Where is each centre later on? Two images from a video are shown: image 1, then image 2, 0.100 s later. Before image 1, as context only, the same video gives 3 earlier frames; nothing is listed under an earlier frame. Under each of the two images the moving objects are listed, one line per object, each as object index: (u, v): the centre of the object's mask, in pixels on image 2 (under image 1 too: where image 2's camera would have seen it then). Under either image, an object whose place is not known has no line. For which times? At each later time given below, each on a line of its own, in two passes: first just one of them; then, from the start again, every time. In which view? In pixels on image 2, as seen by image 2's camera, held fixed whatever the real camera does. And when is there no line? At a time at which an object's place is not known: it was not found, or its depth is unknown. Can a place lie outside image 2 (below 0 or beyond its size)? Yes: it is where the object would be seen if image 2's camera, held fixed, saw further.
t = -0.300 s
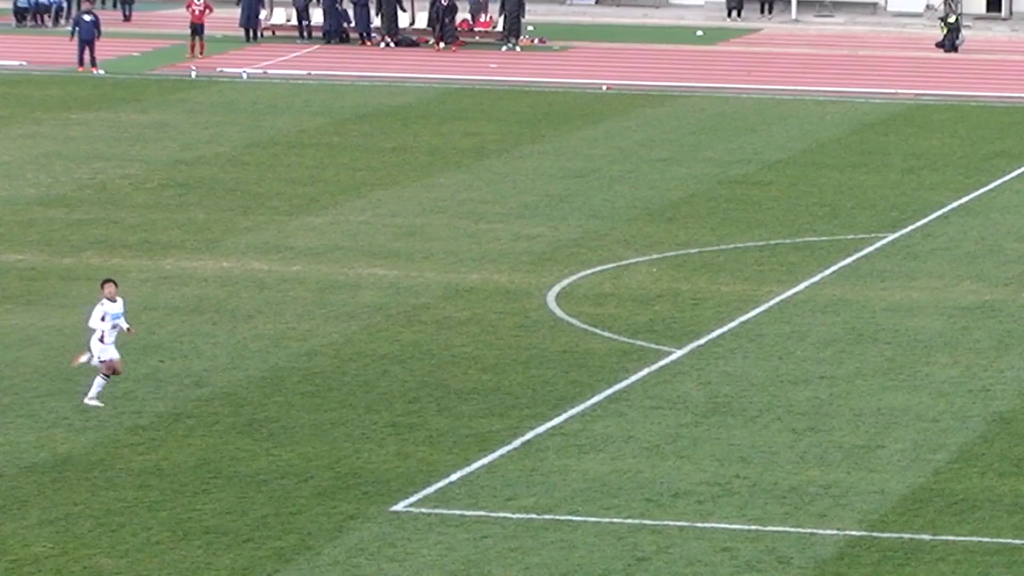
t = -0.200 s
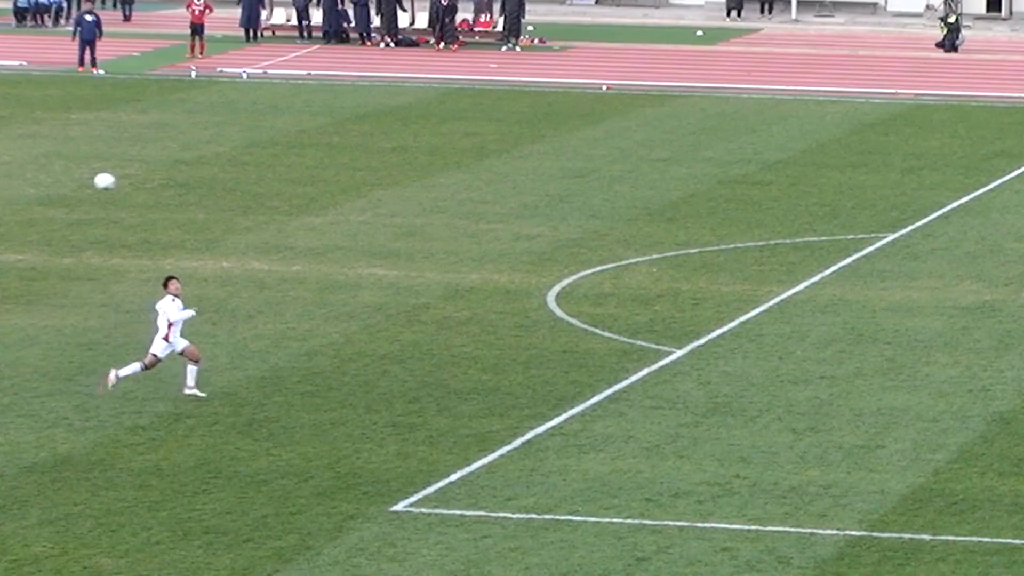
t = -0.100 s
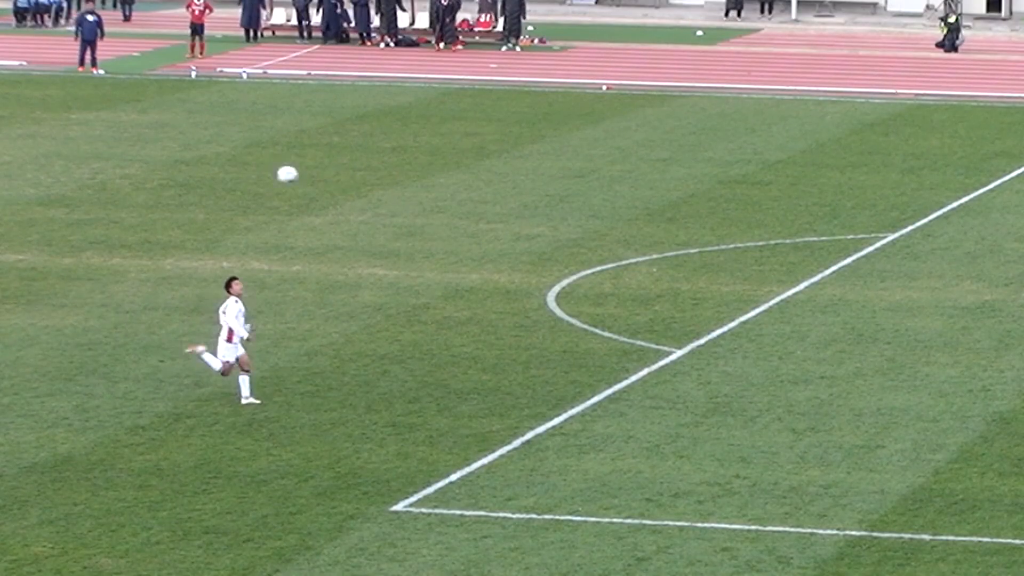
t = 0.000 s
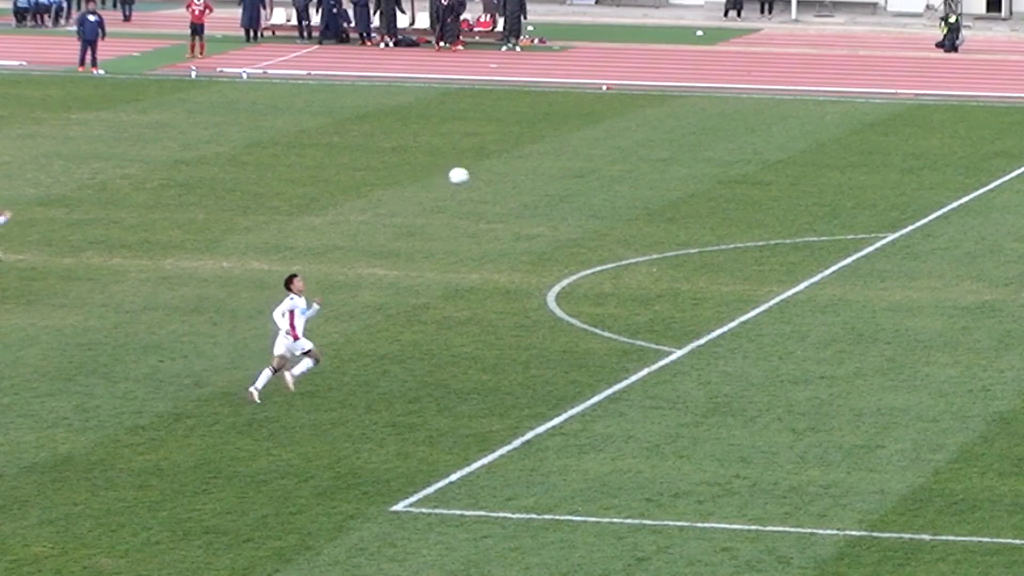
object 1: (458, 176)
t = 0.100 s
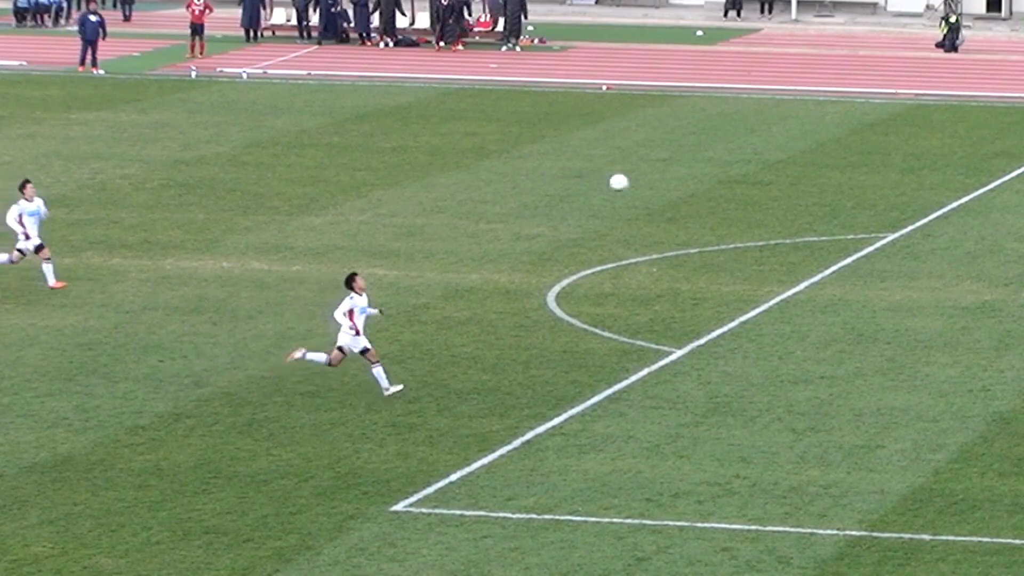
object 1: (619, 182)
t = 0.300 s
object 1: (916, 211)
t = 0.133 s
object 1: (670, 186)
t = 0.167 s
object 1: (722, 189)
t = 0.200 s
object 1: (772, 194)
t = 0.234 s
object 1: (821, 198)
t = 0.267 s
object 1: (869, 204)
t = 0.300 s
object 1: (916, 211)
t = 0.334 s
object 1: (963, 217)
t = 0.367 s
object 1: (1008, 225)
